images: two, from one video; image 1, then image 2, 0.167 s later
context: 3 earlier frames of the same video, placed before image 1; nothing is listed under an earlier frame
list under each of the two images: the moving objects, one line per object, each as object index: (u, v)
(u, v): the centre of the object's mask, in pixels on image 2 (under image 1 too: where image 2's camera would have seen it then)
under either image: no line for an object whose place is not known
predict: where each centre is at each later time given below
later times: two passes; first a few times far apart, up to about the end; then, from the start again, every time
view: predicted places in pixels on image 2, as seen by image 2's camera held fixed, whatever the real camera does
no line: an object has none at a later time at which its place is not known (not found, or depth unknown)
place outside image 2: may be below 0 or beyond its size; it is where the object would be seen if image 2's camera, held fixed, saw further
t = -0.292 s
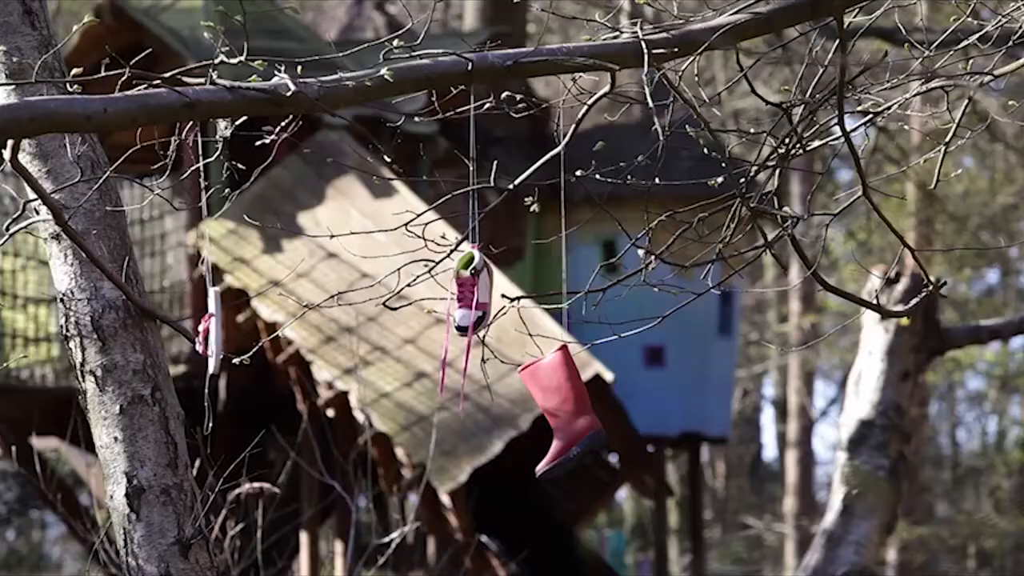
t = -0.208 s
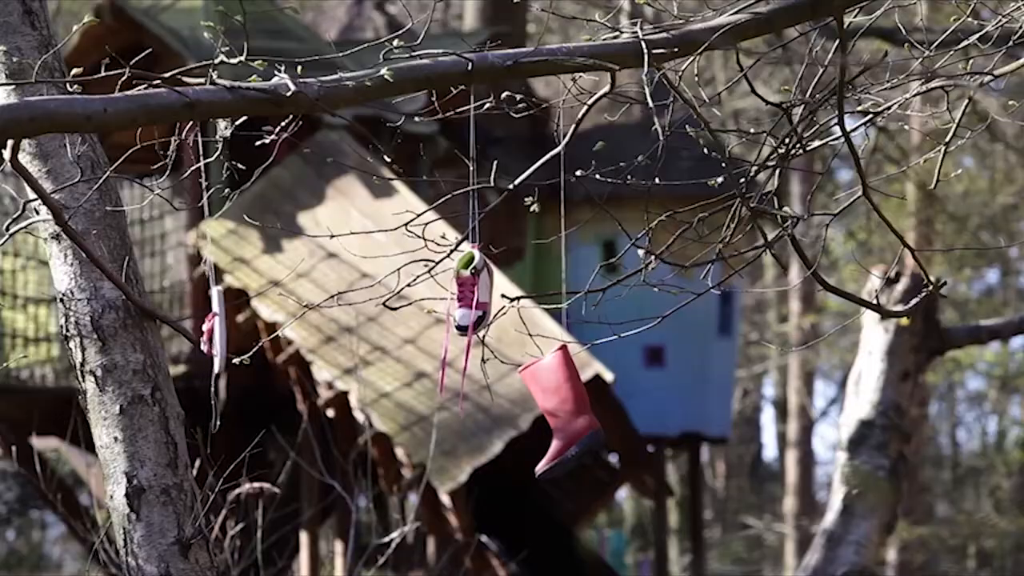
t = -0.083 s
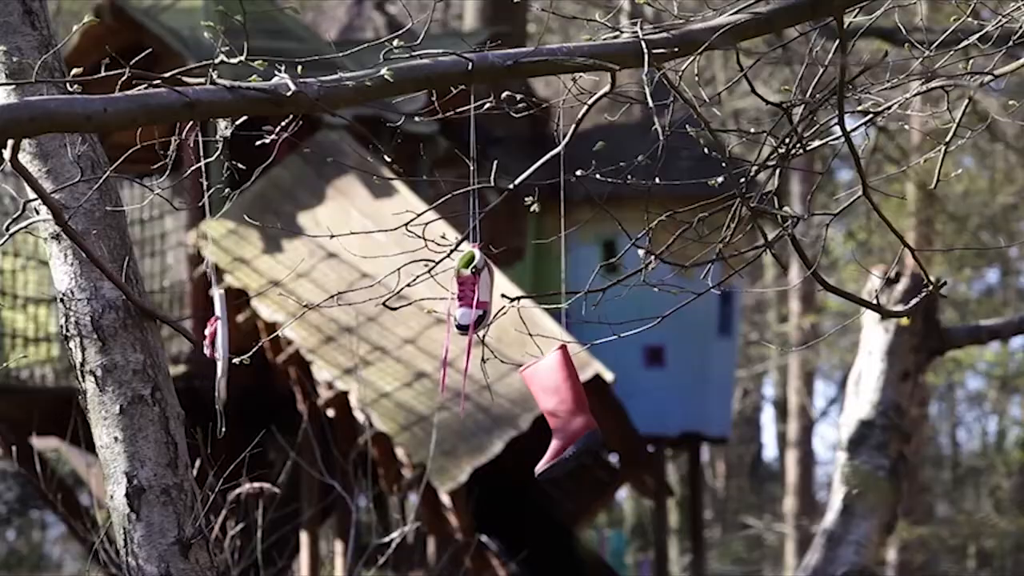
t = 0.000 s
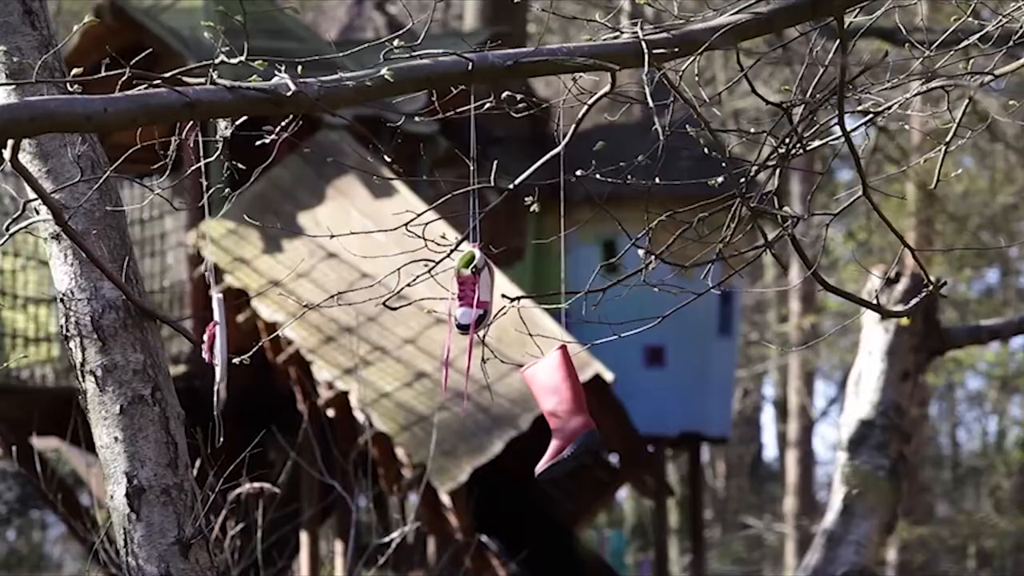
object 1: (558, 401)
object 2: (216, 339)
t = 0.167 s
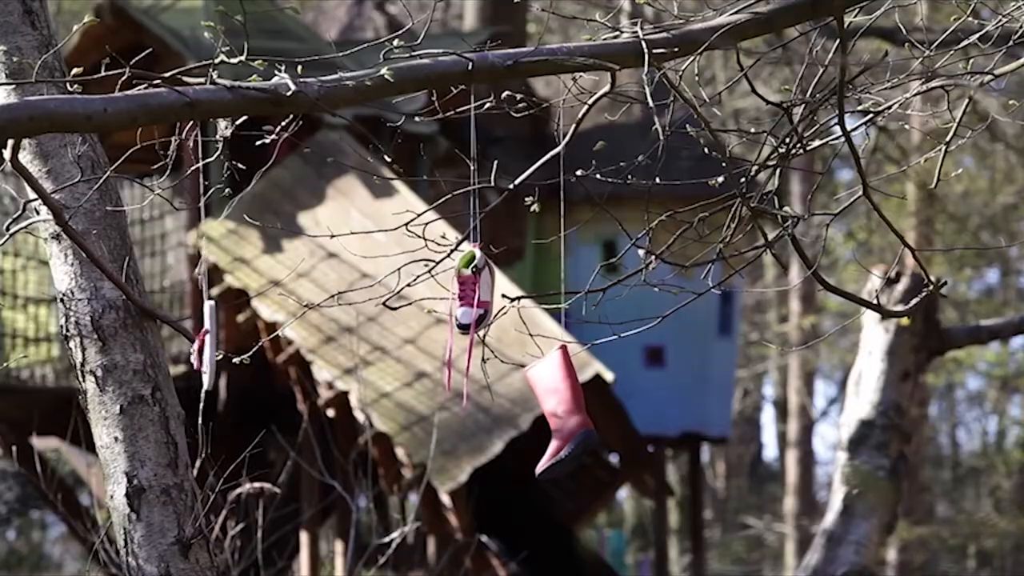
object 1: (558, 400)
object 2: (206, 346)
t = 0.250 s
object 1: (559, 400)
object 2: (199, 347)
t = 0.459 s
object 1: (560, 400)
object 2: (181, 345)
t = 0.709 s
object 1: (563, 400)
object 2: (176, 346)
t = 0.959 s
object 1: (566, 399)
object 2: (195, 342)
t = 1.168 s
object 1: (568, 398)
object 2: (214, 332)
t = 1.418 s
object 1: (568, 396)
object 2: (219, 336)
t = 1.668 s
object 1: (566, 390)
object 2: (200, 346)
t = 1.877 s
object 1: (565, 391)
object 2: (182, 345)
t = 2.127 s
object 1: (565, 392)
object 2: (178, 346)
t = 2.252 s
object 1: (565, 392)
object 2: (184, 348)
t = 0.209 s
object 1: (558, 400)
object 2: (202, 347)
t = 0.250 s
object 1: (559, 400)
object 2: (199, 347)
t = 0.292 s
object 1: (559, 400)
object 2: (194, 347)
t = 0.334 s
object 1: (559, 401)
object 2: (191, 347)
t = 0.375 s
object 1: (559, 400)
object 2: (187, 346)
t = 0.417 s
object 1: (560, 401)
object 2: (184, 346)
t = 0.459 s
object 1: (560, 400)
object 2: (181, 345)
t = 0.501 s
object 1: (561, 400)
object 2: (179, 345)
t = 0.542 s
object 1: (561, 400)
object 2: (177, 344)
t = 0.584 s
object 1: (562, 400)
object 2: (176, 344)
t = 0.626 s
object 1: (562, 400)
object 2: (176, 345)
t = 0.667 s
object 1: (563, 400)
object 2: (176, 345)
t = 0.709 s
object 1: (563, 400)
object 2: (176, 346)
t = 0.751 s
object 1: (564, 400)
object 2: (178, 346)
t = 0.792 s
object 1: (565, 400)
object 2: (181, 347)
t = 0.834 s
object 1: (565, 400)
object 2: (183, 346)
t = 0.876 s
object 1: (566, 400)
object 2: (187, 345)
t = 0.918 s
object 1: (566, 399)
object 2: (191, 344)
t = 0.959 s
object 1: (566, 399)
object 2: (195, 342)
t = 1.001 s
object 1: (567, 399)
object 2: (199, 340)
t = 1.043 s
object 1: (567, 399)
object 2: (203, 338)
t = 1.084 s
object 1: (567, 398)
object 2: (207, 335)
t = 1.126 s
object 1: (568, 398)
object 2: (211, 334)
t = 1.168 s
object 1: (568, 398)
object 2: (214, 332)
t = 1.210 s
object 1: (568, 398)
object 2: (216, 331)
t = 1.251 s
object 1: (568, 397)
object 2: (218, 331)
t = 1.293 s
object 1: (568, 396)
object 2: (219, 331)
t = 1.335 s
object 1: (568, 397)
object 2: (220, 332)
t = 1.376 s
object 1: (568, 396)
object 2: (220, 334)
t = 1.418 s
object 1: (568, 396)
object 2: (219, 336)
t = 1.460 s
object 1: (568, 391)
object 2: (217, 338)
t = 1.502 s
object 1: (568, 390)
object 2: (215, 340)
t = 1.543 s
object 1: (568, 390)
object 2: (212, 343)
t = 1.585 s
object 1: (567, 390)
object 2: (208, 345)
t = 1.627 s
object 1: (567, 390)
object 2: (204, 346)
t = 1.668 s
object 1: (566, 390)
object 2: (200, 346)
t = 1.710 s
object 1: (566, 391)
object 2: (196, 347)
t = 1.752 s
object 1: (566, 391)
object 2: (192, 346)
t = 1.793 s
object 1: (565, 391)
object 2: (188, 346)
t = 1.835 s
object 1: (565, 391)
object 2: (184, 345)
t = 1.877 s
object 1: (565, 391)
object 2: (182, 345)
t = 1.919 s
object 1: (565, 391)
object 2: (179, 344)
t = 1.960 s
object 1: (565, 391)
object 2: (178, 344)
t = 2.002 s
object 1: (565, 391)
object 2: (177, 344)
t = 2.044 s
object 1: (565, 391)
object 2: (176, 344)
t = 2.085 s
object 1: (565, 392)
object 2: (177, 345)
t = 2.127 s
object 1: (565, 392)
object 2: (178, 346)
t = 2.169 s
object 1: (565, 392)
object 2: (179, 346)
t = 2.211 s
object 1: (565, 392)
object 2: (182, 347)
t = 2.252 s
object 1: (565, 392)
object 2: (184, 348)
